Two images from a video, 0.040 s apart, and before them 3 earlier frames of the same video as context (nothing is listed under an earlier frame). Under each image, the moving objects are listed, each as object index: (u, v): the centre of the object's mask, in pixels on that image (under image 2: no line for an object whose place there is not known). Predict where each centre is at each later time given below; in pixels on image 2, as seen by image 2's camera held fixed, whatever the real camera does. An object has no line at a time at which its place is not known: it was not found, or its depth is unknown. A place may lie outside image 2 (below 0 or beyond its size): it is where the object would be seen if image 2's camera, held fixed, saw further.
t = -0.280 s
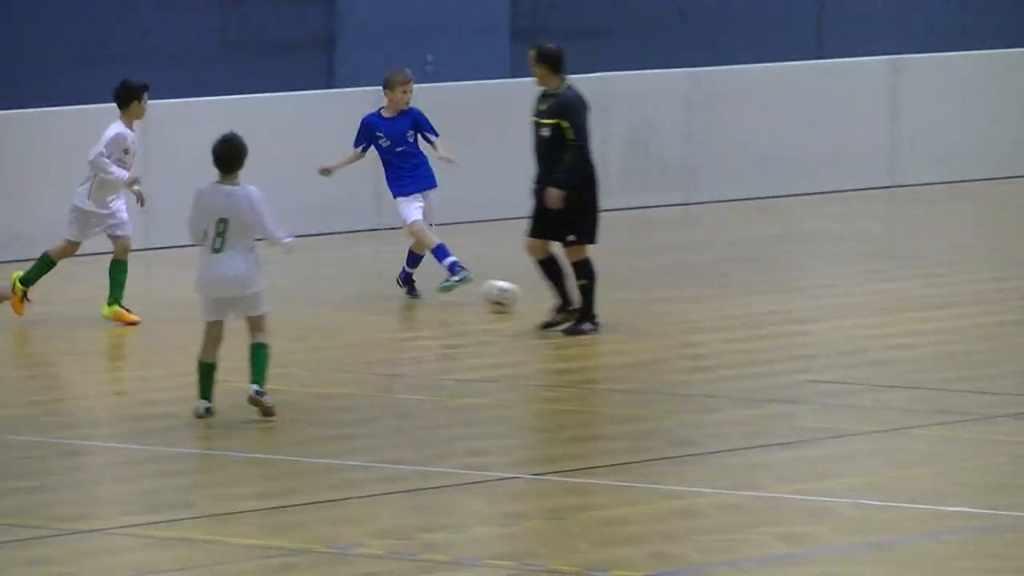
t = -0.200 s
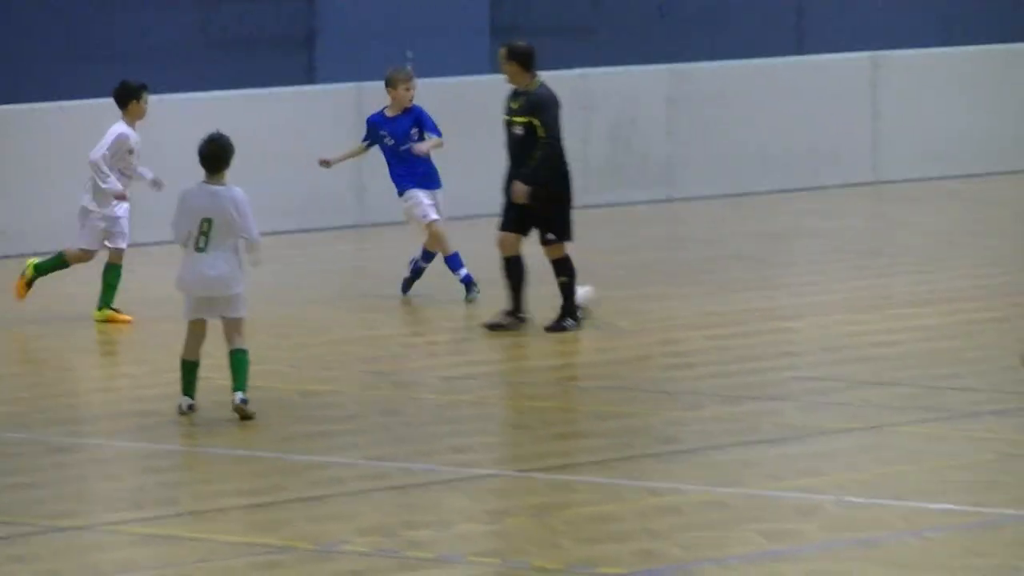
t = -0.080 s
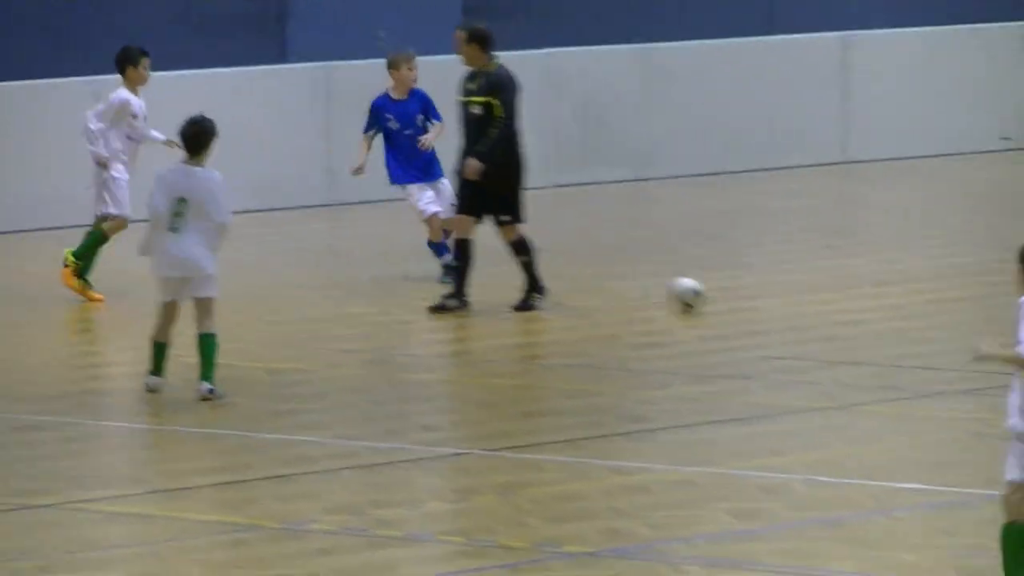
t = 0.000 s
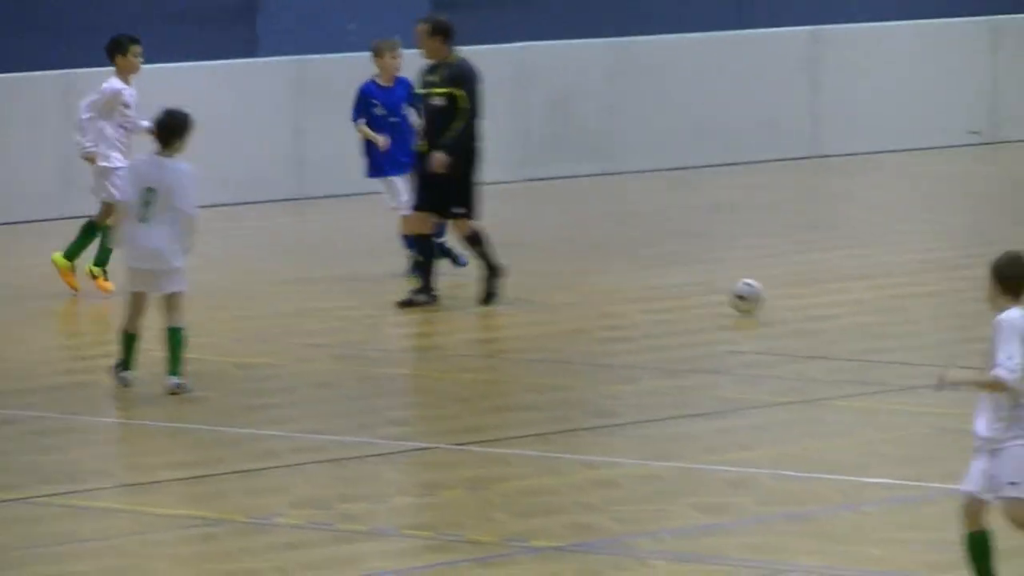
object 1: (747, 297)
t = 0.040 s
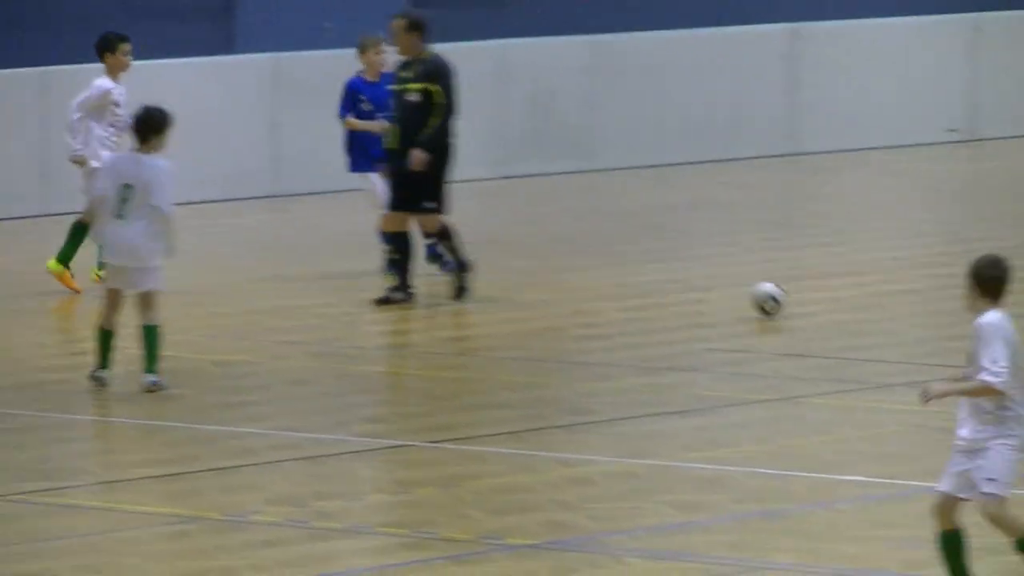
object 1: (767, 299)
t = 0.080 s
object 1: (811, 305)
